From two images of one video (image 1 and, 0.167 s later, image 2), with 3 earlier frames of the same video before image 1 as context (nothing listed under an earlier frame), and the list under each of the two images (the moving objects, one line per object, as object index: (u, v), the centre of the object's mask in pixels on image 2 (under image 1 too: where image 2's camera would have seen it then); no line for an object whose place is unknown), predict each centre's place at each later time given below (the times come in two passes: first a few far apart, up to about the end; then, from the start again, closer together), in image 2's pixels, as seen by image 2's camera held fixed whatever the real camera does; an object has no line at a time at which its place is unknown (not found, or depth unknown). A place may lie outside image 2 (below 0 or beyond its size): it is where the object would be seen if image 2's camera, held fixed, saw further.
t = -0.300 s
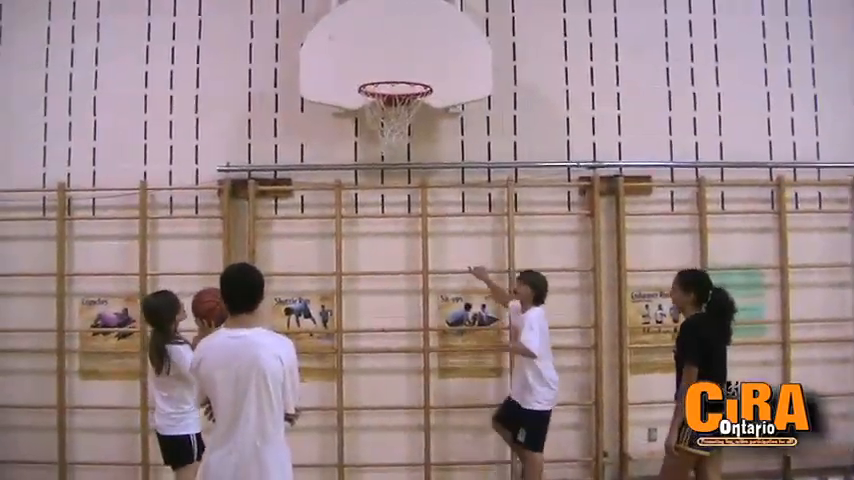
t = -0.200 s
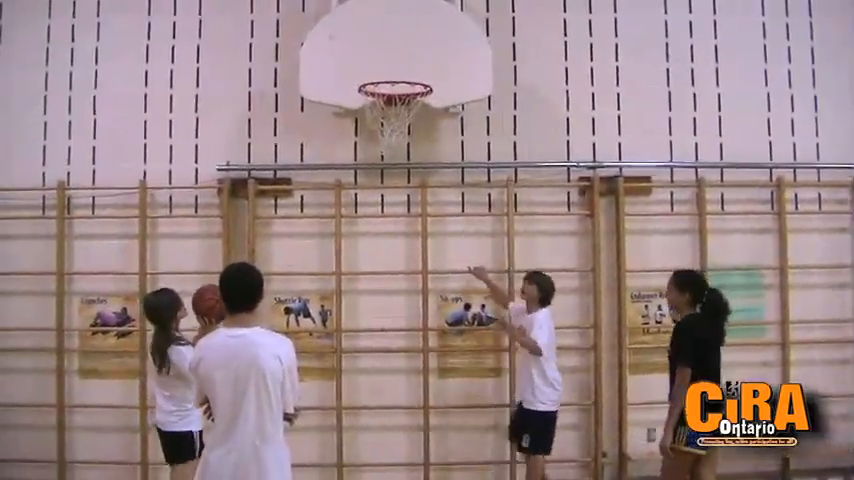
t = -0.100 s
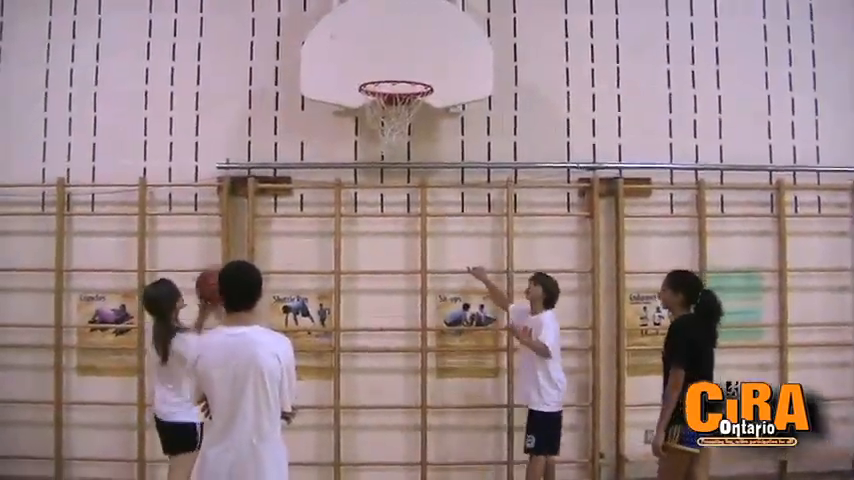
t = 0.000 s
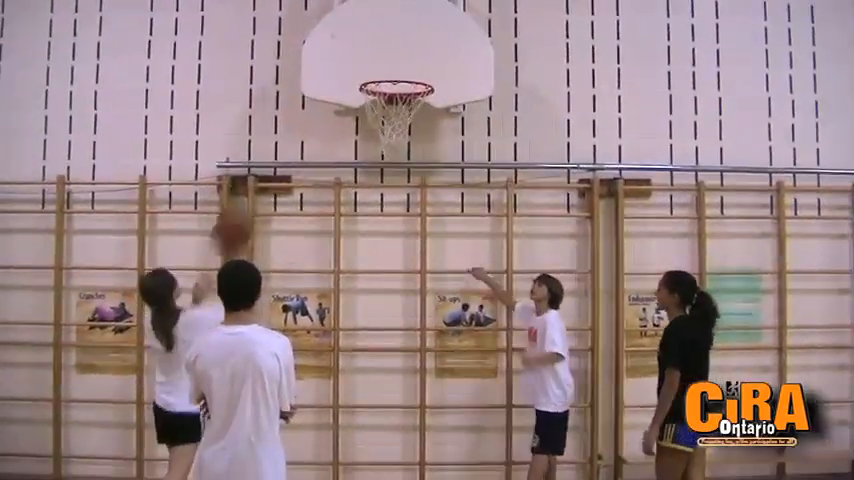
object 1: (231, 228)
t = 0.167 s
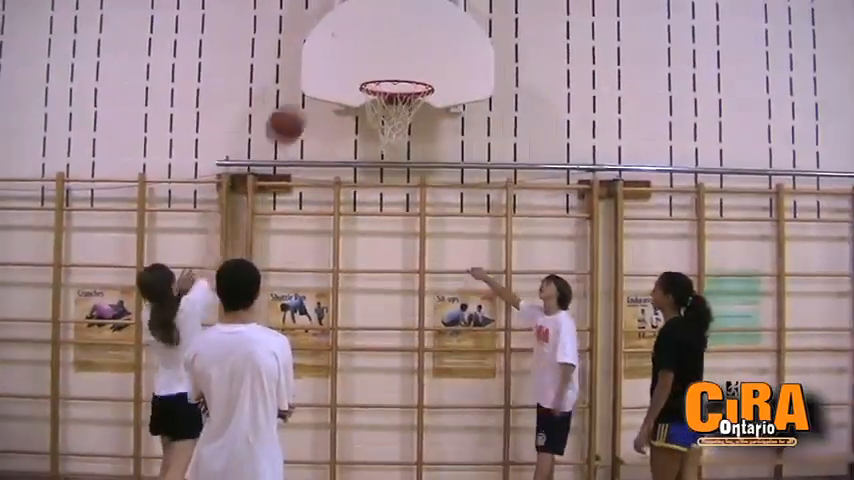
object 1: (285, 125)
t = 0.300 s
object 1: (325, 78)
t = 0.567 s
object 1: (377, 64)
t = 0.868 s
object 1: (400, 116)
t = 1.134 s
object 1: (392, 219)
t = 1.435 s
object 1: (383, 448)
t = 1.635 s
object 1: (379, 413)
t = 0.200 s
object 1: (296, 110)
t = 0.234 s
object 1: (306, 97)
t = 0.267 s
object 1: (315, 87)
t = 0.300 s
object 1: (325, 78)
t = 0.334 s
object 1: (333, 72)
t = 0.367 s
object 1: (341, 67)
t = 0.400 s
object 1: (350, 63)
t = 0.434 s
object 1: (358, 62)
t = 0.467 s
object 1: (364, 61)
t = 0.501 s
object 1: (369, 61)
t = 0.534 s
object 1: (373, 62)
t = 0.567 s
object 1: (377, 64)
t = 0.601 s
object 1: (381, 67)
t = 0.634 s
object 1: (385, 73)
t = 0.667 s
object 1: (388, 82)
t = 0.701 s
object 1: (392, 90)
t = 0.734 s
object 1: (397, 101)
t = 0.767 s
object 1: (399, 109)
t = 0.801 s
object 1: (401, 113)
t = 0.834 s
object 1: (401, 114)
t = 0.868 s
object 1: (400, 116)
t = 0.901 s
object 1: (399, 128)
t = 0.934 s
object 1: (398, 135)
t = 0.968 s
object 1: (397, 144)
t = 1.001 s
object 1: (396, 157)
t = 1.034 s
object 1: (395, 170)
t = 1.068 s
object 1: (394, 183)
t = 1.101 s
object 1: (393, 201)
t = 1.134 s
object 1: (392, 219)
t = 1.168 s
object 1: (391, 238)
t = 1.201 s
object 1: (390, 259)
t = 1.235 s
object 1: (389, 280)
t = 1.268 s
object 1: (388, 305)
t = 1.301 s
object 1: (387, 326)
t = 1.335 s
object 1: (385, 359)
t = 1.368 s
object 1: (385, 384)
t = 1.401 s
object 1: (383, 418)
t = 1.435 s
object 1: (383, 448)
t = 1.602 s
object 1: (379, 438)
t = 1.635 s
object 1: (379, 413)
